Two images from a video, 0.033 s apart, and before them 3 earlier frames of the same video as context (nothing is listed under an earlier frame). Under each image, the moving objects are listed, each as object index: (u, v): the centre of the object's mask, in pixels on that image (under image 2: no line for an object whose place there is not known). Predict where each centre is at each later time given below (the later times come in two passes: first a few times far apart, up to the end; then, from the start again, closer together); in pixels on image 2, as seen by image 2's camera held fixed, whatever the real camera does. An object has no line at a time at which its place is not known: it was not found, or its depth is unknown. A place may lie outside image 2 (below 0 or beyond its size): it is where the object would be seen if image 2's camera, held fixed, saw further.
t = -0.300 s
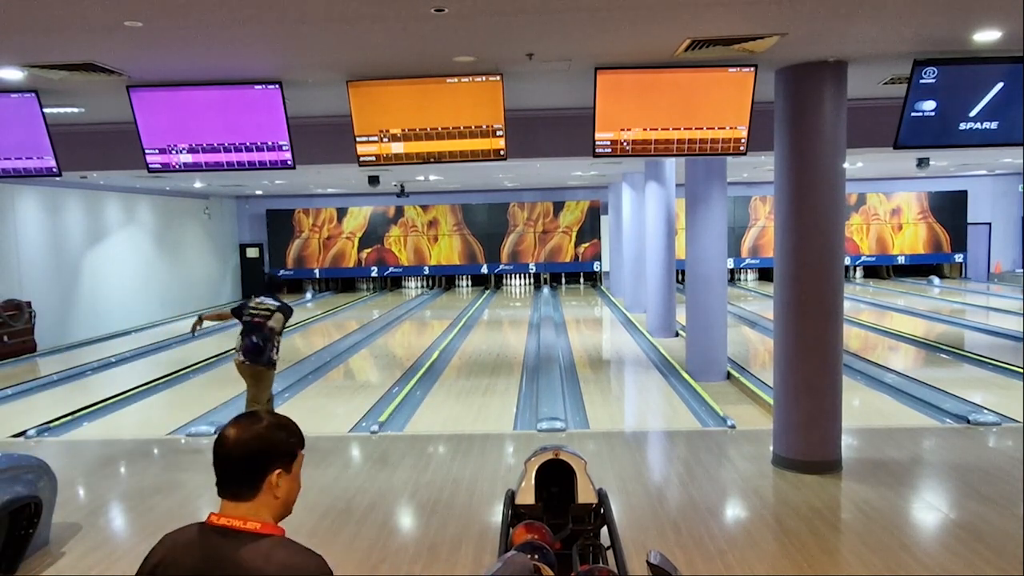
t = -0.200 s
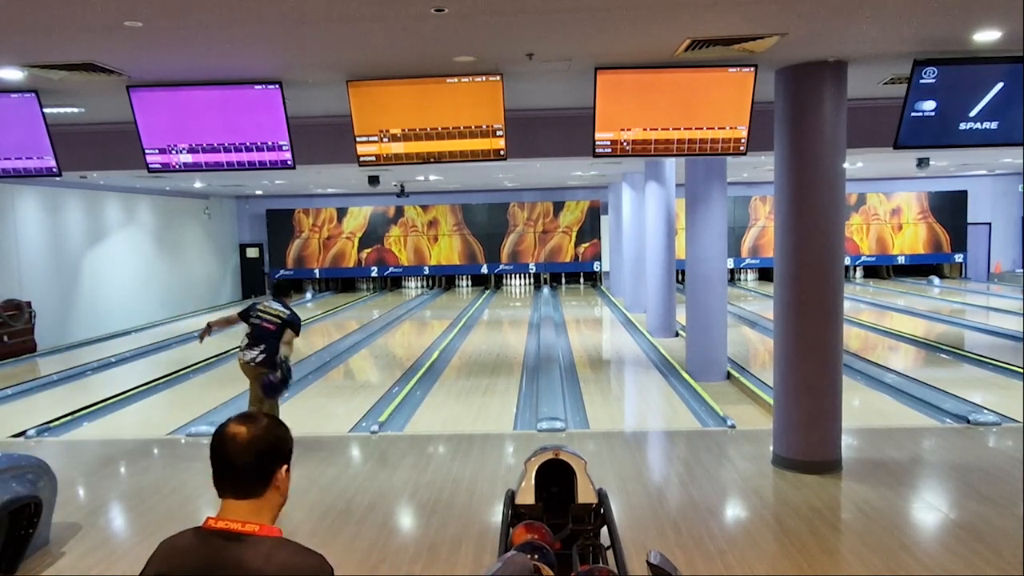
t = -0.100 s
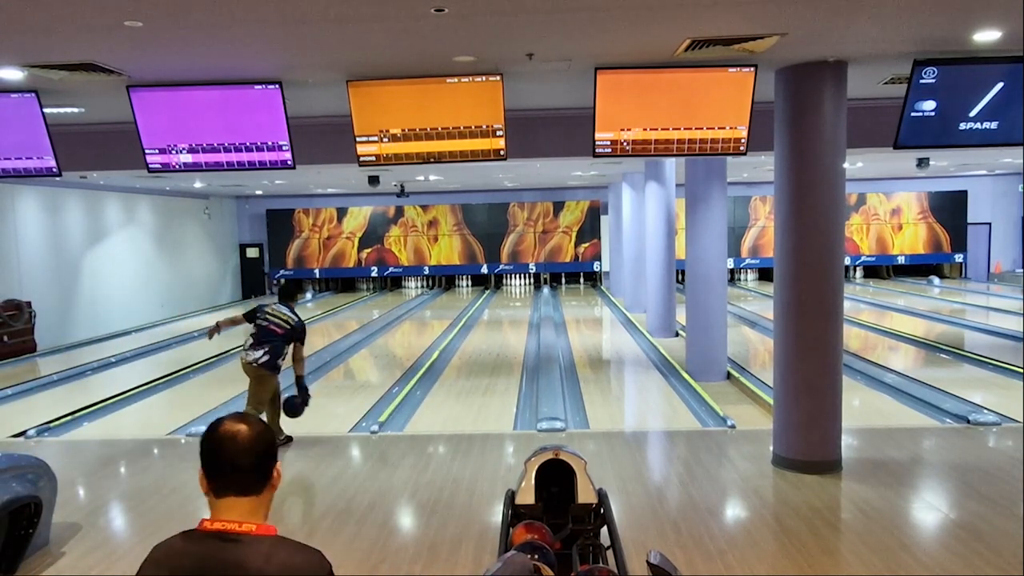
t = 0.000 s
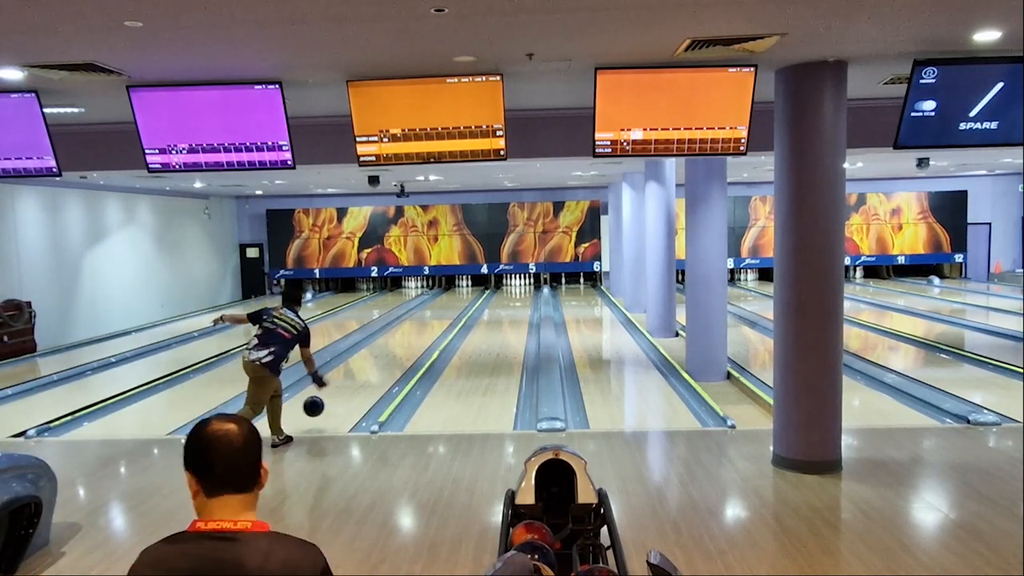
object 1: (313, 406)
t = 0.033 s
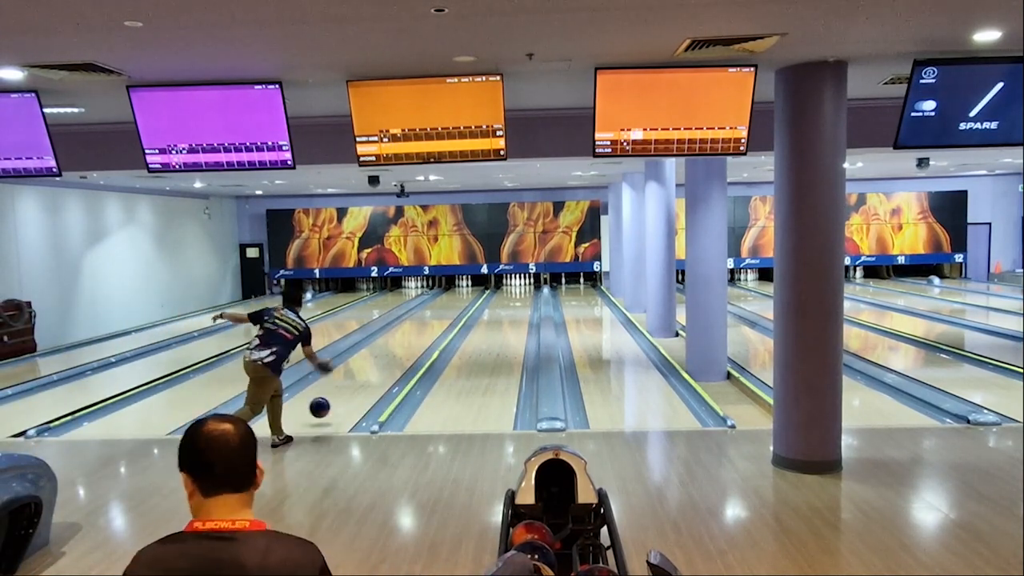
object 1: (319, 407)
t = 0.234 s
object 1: (348, 389)
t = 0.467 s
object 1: (374, 367)
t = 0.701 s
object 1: (393, 351)
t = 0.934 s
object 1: (407, 338)
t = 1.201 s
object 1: (420, 326)
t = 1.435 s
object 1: (430, 317)
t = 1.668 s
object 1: (438, 310)
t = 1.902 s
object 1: (444, 304)
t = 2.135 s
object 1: (450, 299)
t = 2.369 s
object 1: (455, 295)
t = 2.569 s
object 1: (458, 291)
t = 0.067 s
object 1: (325, 409)
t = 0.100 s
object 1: (330, 404)
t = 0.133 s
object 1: (335, 401)
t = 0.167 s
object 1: (340, 396)
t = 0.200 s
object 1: (345, 393)
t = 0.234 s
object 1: (348, 389)
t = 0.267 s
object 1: (353, 385)
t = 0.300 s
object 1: (357, 382)
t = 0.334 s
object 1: (360, 379)
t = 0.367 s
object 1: (364, 376)
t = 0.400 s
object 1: (367, 373)
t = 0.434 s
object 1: (370, 370)
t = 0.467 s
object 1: (374, 367)
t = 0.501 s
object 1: (376, 365)
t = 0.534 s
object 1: (380, 362)
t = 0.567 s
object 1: (382, 360)
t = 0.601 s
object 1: (385, 357)
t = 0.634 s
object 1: (388, 355)
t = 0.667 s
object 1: (390, 353)
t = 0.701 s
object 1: (393, 351)
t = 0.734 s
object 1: (395, 349)
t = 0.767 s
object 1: (397, 347)
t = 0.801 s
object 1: (399, 345)
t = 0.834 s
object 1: (401, 343)
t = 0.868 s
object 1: (403, 341)
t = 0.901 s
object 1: (405, 339)
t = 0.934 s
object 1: (407, 338)
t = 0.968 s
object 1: (409, 336)
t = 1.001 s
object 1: (411, 334)
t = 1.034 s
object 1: (413, 333)
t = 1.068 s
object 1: (415, 331)
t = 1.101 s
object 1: (416, 330)
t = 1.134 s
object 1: (418, 328)
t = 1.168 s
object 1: (419, 327)
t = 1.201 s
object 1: (420, 326)
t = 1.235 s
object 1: (422, 324)
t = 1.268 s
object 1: (424, 323)
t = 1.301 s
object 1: (425, 322)
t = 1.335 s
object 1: (426, 321)
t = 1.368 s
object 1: (428, 320)
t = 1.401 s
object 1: (429, 319)
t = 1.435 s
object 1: (430, 317)
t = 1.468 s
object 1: (431, 316)
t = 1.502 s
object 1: (432, 315)
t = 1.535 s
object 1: (434, 314)
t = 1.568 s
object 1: (435, 313)
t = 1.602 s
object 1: (436, 312)
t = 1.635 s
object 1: (437, 311)
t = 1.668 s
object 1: (438, 310)
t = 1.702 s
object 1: (439, 309)
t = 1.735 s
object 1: (440, 308)
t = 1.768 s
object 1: (441, 307)
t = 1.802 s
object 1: (442, 307)
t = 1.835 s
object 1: (443, 306)
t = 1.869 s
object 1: (444, 305)
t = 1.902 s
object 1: (444, 304)
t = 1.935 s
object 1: (445, 303)
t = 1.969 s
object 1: (446, 303)
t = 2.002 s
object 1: (447, 302)
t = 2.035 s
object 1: (448, 301)
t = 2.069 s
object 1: (449, 300)
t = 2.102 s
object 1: (449, 300)
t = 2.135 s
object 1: (450, 299)
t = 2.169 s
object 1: (451, 298)
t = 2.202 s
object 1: (452, 298)
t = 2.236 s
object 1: (452, 297)
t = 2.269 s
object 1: (453, 297)
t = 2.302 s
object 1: (453, 296)
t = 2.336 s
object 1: (454, 295)
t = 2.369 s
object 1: (455, 295)
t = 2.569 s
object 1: (458, 291)
